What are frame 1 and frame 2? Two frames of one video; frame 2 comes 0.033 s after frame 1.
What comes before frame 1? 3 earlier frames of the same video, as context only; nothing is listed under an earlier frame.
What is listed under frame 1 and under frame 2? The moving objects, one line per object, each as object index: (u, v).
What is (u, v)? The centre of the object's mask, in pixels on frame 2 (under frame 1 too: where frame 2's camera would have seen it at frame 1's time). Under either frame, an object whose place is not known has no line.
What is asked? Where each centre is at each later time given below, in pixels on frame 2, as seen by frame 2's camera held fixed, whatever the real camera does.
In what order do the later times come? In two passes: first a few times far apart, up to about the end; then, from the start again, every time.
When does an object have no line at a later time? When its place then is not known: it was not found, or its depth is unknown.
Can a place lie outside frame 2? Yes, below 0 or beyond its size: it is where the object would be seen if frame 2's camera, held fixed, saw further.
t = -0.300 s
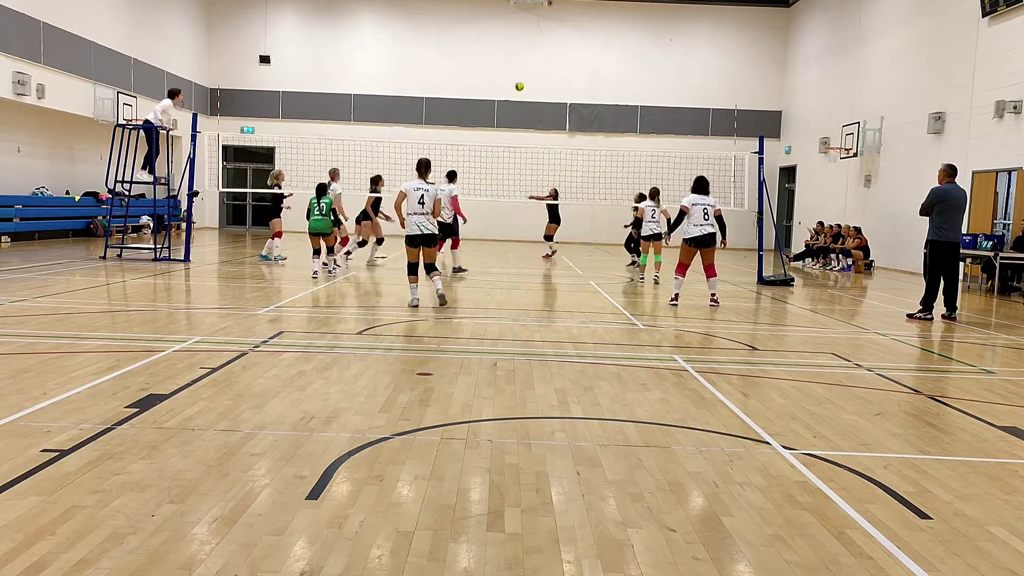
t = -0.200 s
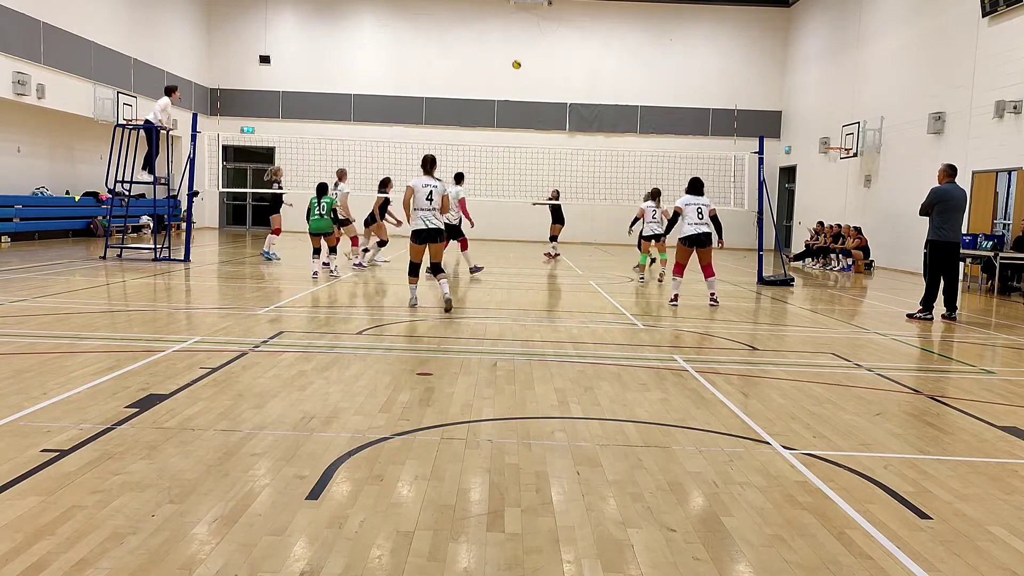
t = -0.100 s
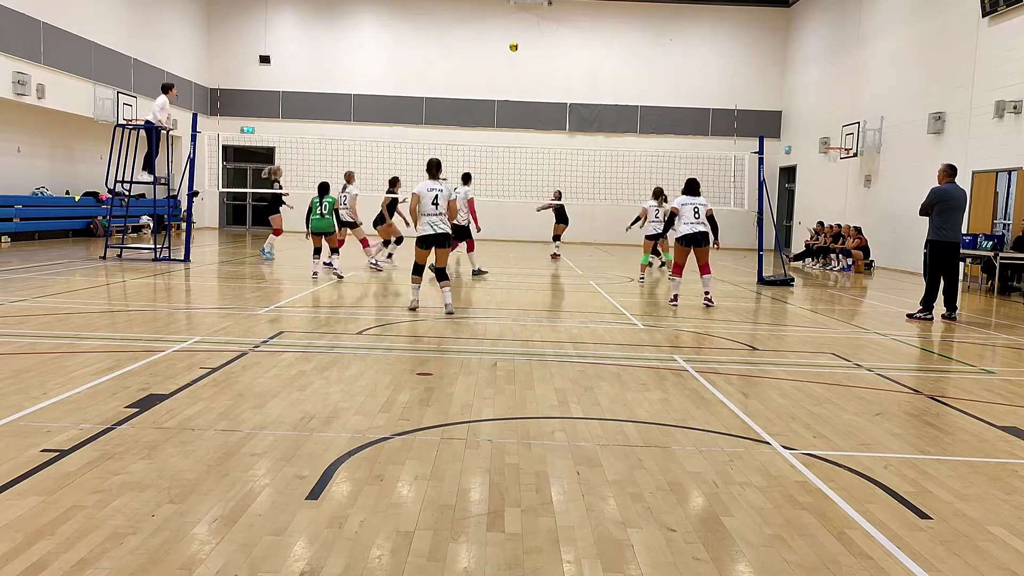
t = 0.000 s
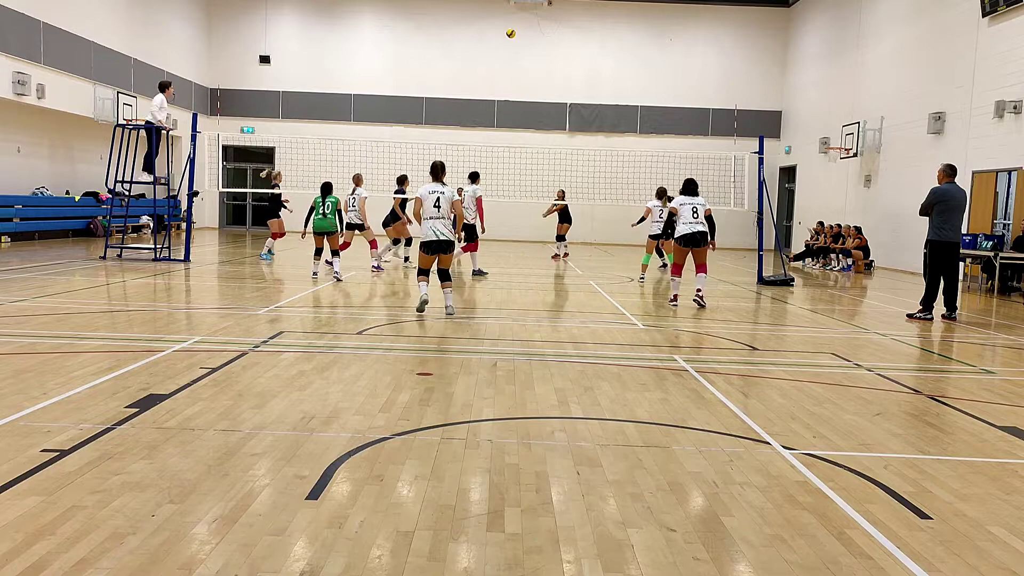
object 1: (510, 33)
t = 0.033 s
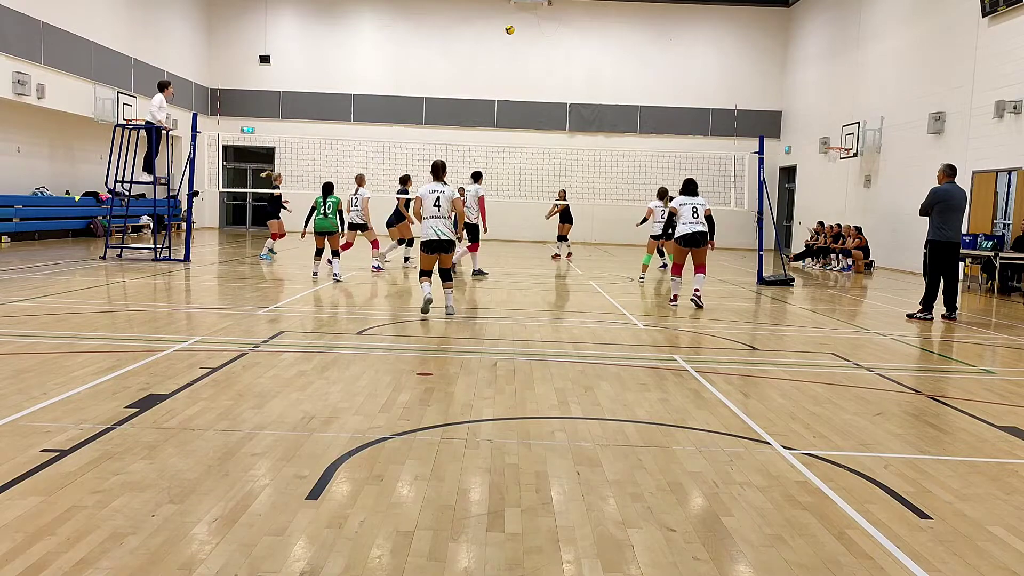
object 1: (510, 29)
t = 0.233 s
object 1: (502, 18)
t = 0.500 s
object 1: (492, 33)
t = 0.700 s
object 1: (483, 65)
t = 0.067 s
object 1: (508, 26)
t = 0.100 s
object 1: (507, 24)
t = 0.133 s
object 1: (506, 22)
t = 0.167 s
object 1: (505, 20)
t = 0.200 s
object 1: (503, 19)
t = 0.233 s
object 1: (502, 18)
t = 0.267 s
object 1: (501, 18)
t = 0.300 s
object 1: (500, 19)
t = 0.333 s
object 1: (499, 20)
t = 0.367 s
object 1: (497, 21)
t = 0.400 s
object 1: (496, 23)
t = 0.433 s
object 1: (495, 26)
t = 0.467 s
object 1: (493, 29)
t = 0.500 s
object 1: (492, 33)
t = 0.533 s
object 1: (490, 37)
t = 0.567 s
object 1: (489, 41)
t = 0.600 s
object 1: (488, 47)
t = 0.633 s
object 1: (486, 52)
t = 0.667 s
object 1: (484, 58)
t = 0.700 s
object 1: (483, 65)
